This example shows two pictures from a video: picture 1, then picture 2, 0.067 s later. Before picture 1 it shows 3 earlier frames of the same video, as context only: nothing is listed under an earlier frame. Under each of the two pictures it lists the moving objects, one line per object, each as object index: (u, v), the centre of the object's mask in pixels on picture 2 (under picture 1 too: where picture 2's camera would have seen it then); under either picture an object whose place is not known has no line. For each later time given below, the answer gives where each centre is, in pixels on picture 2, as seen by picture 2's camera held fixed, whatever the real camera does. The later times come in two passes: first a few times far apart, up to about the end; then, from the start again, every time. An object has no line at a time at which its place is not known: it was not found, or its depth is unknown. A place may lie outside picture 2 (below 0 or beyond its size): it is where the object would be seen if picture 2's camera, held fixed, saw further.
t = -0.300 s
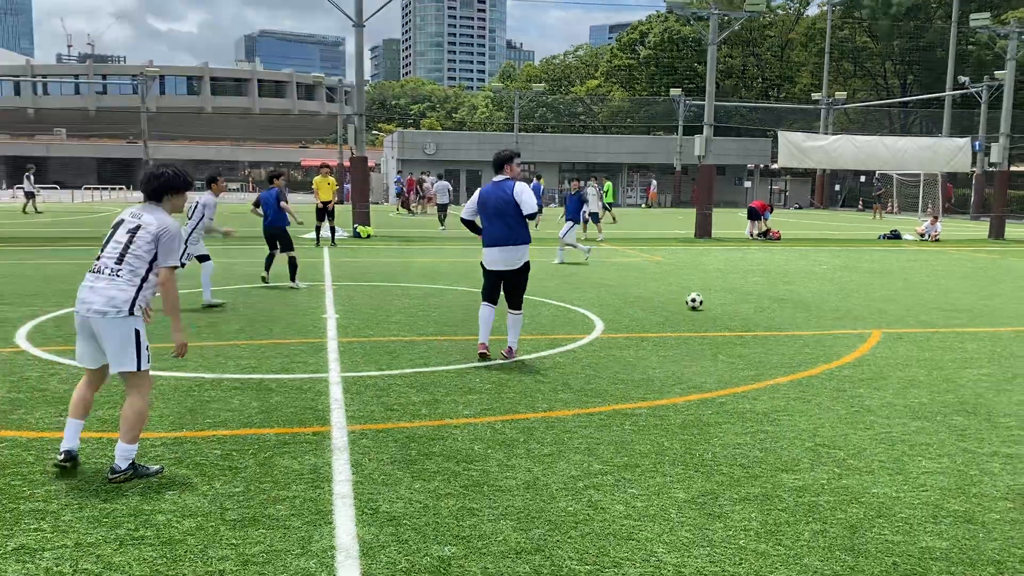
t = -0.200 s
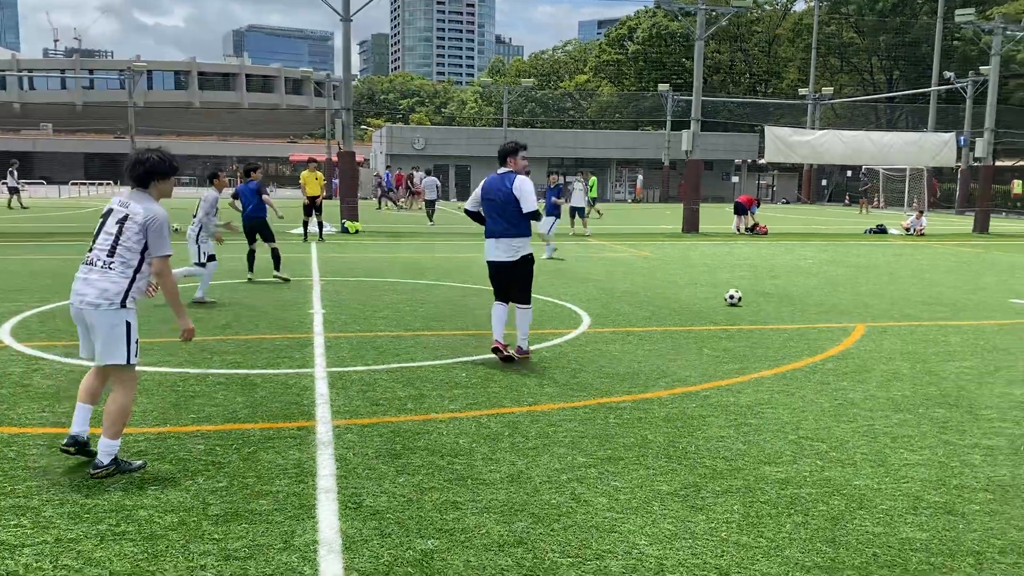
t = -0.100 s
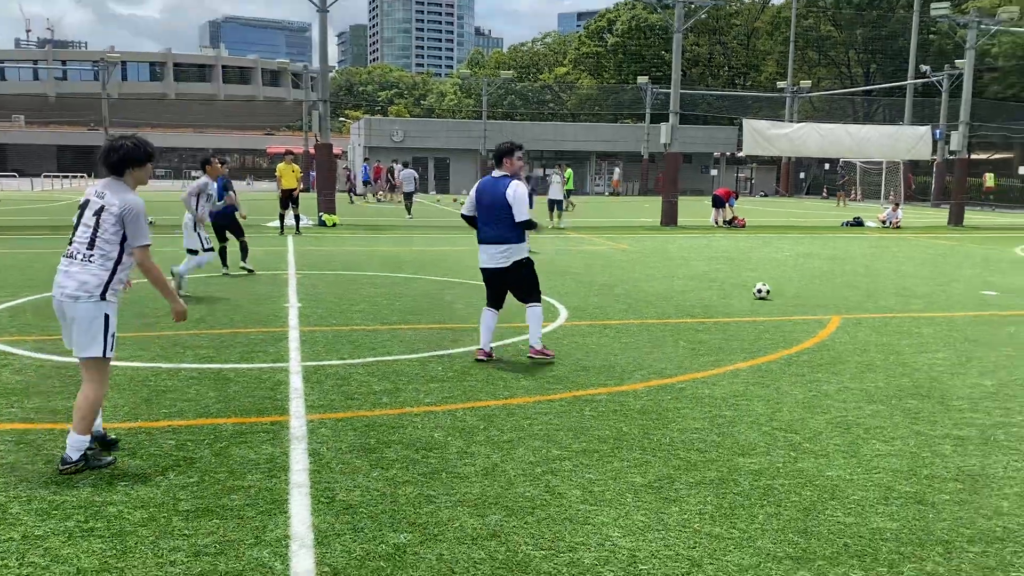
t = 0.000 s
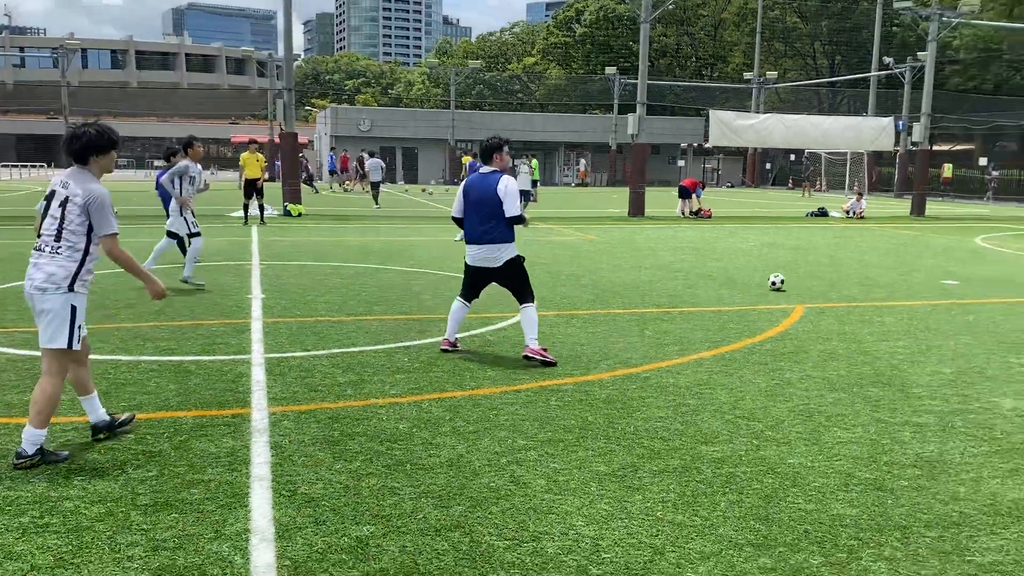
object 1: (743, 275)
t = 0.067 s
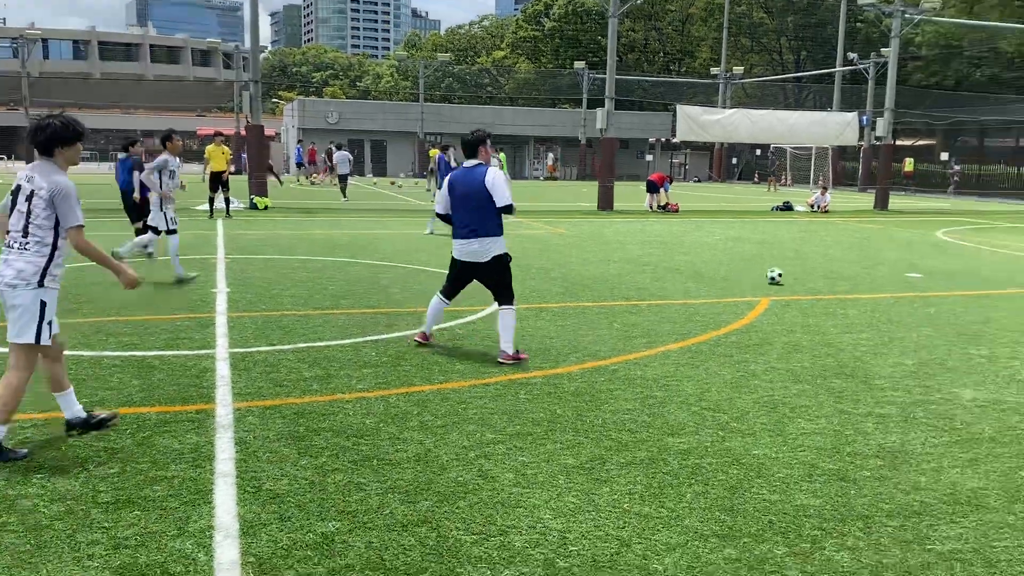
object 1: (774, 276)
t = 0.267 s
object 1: (868, 278)
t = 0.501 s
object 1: (975, 281)
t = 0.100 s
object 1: (789, 275)
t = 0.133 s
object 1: (805, 276)
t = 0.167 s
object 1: (821, 277)
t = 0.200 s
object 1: (836, 278)
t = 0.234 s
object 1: (852, 278)
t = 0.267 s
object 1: (868, 278)
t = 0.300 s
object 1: (883, 279)
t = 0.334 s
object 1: (900, 280)
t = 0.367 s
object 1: (915, 280)
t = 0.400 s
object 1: (930, 280)
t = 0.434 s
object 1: (945, 280)
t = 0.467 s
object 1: (960, 281)
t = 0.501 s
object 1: (975, 281)
